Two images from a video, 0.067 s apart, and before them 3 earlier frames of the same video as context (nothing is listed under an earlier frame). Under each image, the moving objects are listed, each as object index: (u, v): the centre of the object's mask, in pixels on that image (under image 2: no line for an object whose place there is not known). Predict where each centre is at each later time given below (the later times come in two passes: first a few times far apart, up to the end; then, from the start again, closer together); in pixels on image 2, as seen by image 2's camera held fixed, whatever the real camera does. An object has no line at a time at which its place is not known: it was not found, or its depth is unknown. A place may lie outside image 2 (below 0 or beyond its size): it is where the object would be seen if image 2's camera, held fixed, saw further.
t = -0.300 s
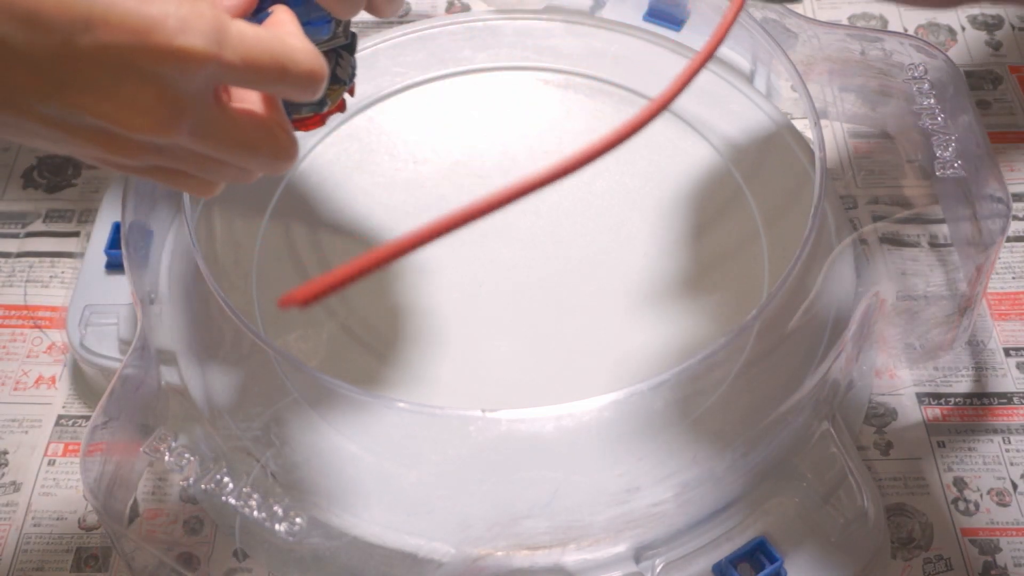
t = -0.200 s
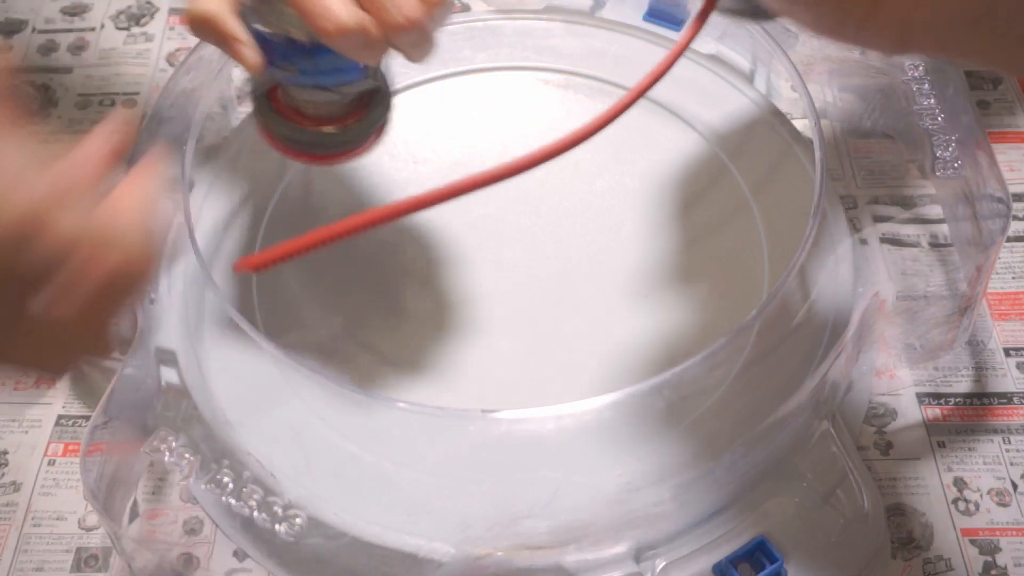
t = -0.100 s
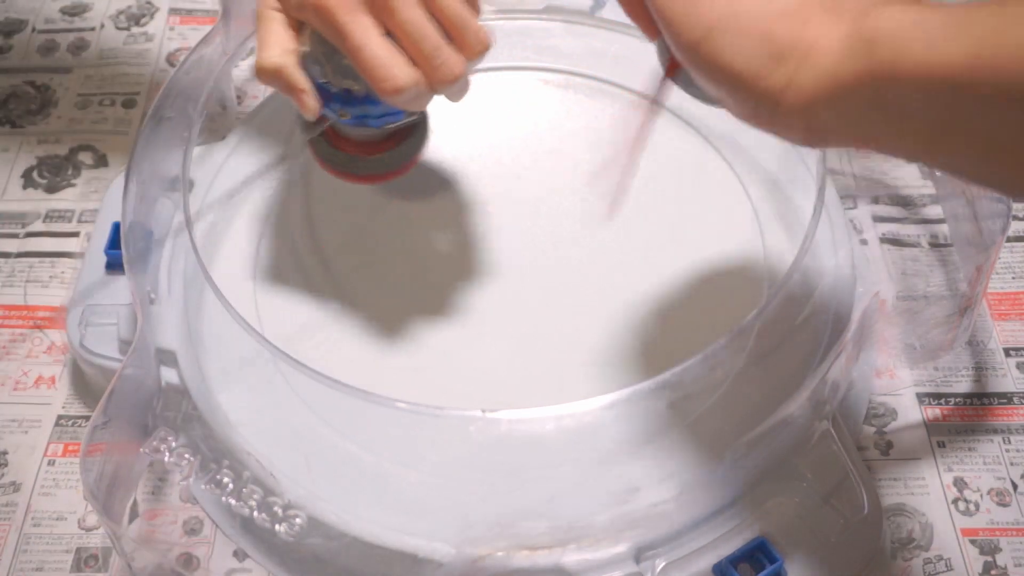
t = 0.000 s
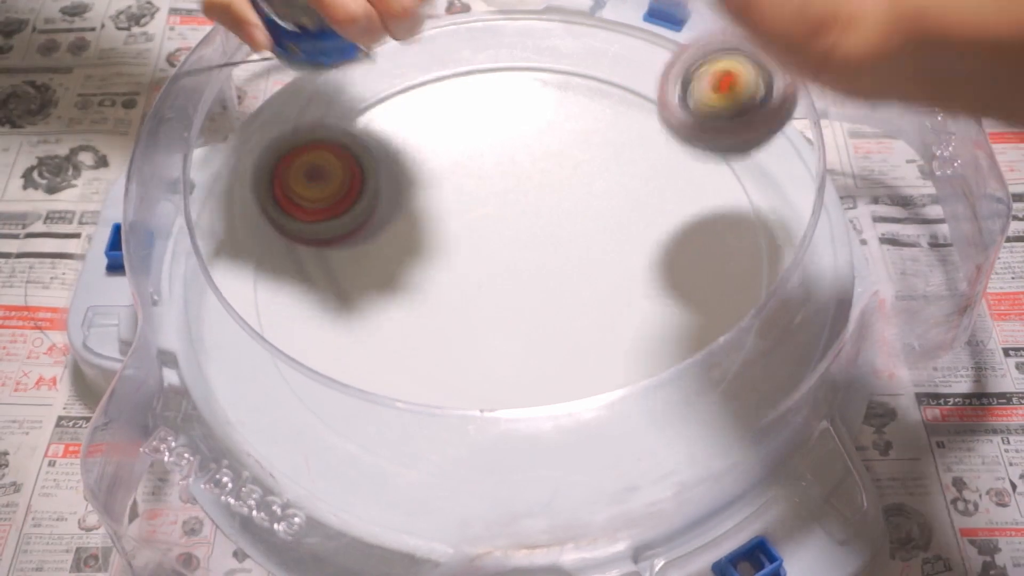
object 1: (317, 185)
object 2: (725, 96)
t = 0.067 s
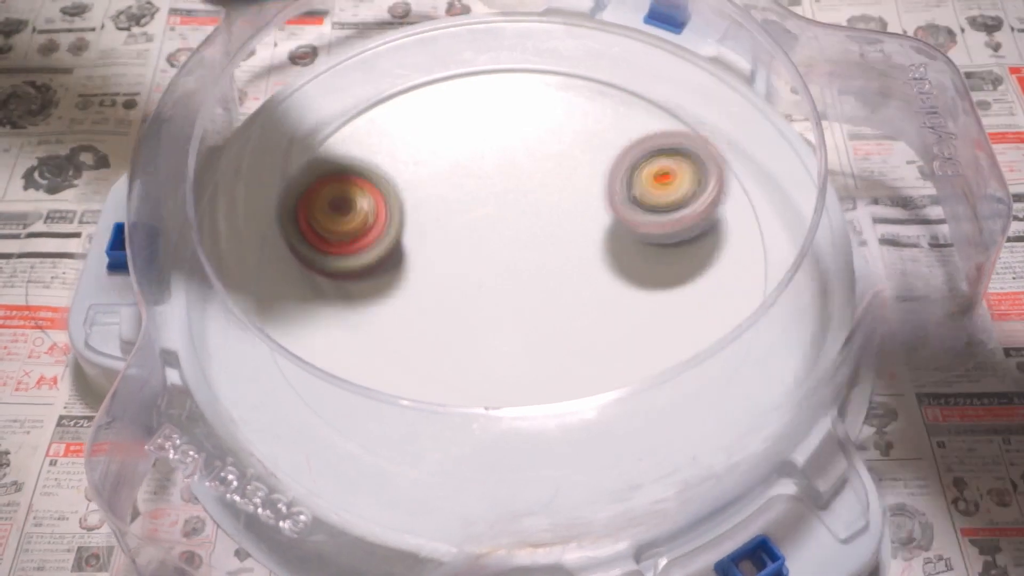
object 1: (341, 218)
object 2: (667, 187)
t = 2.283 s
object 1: (454, 430)
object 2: (473, 246)
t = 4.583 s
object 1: (775, 160)
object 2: (464, 261)
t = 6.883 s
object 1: (696, 237)
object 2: (410, 259)
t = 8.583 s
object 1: (544, 280)
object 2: (522, 103)
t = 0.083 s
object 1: (352, 227)
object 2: (644, 190)
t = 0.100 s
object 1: (366, 237)
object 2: (623, 197)
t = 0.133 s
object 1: (398, 255)
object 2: (579, 205)
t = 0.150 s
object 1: (415, 264)
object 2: (557, 209)
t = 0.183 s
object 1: (422, 284)
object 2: (542, 206)
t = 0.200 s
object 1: (415, 300)
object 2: (548, 202)
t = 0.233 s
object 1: (407, 324)
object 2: (558, 199)
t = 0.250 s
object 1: (405, 335)
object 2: (562, 196)
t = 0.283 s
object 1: (405, 350)
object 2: (569, 195)
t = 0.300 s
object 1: (408, 352)
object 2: (572, 195)
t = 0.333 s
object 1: (414, 371)
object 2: (576, 196)
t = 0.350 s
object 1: (420, 376)
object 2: (578, 199)
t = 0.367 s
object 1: (427, 380)
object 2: (578, 200)
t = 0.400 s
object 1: (446, 382)
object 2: (578, 206)
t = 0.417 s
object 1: (457, 382)
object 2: (577, 210)
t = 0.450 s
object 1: (482, 366)
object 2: (575, 221)
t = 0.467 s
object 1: (496, 364)
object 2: (573, 226)
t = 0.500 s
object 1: (523, 358)
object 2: (569, 240)
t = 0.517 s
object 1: (537, 353)
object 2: (568, 244)
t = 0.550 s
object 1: (546, 355)
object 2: (581, 239)
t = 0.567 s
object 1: (550, 355)
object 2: (588, 235)
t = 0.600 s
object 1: (559, 353)
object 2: (599, 228)
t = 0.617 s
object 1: (564, 352)
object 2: (604, 226)
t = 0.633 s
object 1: (568, 349)
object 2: (608, 224)
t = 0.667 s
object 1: (578, 343)
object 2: (613, 222)
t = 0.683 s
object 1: (583, 338)
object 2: (615, 220)
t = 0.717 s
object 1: (584, 332)
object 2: (623, 213)
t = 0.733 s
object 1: (583, 329)
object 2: (628, 207)
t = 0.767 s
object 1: (581, 320)
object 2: (634, 198)
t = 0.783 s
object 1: (580, 315)
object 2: (634, 195)
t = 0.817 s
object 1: (577, 302)
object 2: (633, 188)
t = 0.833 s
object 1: (576, 296)
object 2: (631, 186)
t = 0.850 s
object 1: (573, 290)
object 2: (629, 183)
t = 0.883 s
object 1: (565, 281)
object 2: (626, 177)
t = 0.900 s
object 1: (560, 277)
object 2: (626, 172)
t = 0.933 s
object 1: (551, 270)
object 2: (624, 165)
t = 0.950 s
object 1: (547, 266)
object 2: (621, 163)
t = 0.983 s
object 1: (542, 259)
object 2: (612, 161)
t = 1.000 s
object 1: (534, 261)
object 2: (612, 155)
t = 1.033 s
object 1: (519, 265)
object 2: (611, 145)
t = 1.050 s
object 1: (513, 269)
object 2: (608, 141)
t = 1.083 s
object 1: (504, 275)
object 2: (600, 137)
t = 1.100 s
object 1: (500, 278)
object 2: (594, 137)
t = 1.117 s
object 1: (497, 282)
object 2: (587, 138)
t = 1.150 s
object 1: (495, 289)
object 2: (570, 143)
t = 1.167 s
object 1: (495, 293)
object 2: (561, 147)
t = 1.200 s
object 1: (497, 299)
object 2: (541, 157)
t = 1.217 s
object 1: (500, 303)
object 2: (531, 162)
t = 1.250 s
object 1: (509, 311)
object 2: (511, 176)
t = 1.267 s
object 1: (515, 315)
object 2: (503, 185)
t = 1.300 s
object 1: (529, 319)
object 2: (486, 202)
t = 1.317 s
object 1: (538, 321)
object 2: (480, 211)
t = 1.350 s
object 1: (556, 322)
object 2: (468, 230)
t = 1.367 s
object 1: (567, 321)
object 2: (464, 241)
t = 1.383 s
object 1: (577, 319)
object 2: (461, 250)
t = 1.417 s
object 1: (599, 312)
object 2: (456, 269)
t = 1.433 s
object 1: (610, 307)
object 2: (455, 277)
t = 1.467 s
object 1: (631, 294)
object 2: (455, 291)
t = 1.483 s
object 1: (639, 286)
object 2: (456, 297)
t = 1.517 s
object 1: (652, 269)
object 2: (462, 307)
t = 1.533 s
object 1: (656, 256)
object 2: (465, 312)
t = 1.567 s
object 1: (660, 237)
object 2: (477, 316)
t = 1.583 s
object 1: (659, 223)
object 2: (483, 320)
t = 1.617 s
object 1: (652, 200)
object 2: (498, 321)
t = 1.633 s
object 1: (646, 188)
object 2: (506, 321)
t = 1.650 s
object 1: (638, 177)
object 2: (514, 320)
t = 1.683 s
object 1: (618, 157)
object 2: (529, 317)
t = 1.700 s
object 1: (606, 148)
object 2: (537, 314)
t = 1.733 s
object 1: (580, 135)
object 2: (551, 309)
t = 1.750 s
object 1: (565, 130)
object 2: (557, 306)
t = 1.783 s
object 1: (533, 122)
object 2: (571, 301)
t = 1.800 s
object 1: (516, 121)
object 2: (576, 297)
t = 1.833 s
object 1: (481, 121)
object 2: (587, 288)
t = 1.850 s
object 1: (463, 122)
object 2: (592, 284)
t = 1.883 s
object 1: (428, 129)
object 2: (598, 275)
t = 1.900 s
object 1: (411, 134)
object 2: (600, 270)
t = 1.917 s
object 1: (395, 141)
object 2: (602, 265)
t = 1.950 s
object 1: (365, 156)
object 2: (601, 257)
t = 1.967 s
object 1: (351, 166)
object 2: (599, 253)
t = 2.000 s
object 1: (328, 190)
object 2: (594, 246)
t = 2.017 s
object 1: (318, 204)
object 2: (590, 243)
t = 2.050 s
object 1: (303, 232)
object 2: (579, 238)
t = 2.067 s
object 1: (298, 249)
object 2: (573, 236)
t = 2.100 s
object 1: (296, 281)
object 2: (559, 234)
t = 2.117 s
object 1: (300, 295)
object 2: (551, 233)
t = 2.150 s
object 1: (307, 330)
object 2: (535, 233)
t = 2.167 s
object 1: (315, 344)
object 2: (527, 234)
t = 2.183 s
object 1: (327, 361)
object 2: (518, 235)
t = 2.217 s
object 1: (357, 389)
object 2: (502, 237)
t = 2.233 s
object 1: (377, 403)
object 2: (495, 239)
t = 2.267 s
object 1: (426, 423)
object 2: (479, 243)
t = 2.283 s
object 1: (454, 430)
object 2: (473, 246)
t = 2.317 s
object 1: (518, 437)
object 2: (460, 252)
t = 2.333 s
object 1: (550, 431)
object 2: (454, 255)
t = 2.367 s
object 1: (616, 417)
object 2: (445, 262)
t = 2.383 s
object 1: (645, 399)
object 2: (441, 266)
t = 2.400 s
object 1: (670, 382)
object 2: (438, 271)
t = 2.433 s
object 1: (712, 340)
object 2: (433, 280)
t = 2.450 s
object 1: (729, 315)
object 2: (431, 285)
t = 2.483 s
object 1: (748, 260)
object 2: (432, 295)
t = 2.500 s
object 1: (748, 234)
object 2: (432, 301)
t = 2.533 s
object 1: (749, 182)
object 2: (437, 310)
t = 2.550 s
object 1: (745, 154)
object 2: (440, 316)
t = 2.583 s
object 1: (725, 109)
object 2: (449, 324)
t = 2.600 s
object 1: (712, 89)
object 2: (454, 328)
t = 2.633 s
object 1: (664, 65)
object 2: (467, 333)
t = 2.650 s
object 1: (638, 57)
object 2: (475, 335)
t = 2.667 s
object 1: (611, 49)
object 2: (482, 335)
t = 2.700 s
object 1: (556, 37)
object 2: (498, 334)
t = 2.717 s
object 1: (528, 35)
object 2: (506, 333)
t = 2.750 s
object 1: (470, 32)
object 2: (520, 327)
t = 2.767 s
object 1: (441, 31)
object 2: (527, 322)
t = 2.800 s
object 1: (387, 32)
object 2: (538, 312)
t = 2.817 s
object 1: (360, 35)
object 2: (543, 307)
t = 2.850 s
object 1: (310, 49)
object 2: (549, 294)
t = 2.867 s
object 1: (293, 63)
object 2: (551, 288)
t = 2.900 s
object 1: (304, 96)
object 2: (552, 274)
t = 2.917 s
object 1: (315, 113)
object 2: (549, 268)
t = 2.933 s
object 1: (324, 130)
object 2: (546, 262)
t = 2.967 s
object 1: (349, 178)
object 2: (540, 251)
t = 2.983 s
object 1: (361, 199)
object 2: (537, 245)
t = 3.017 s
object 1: (389, 243)
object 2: (529, 235)
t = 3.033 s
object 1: (399, 262)
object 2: (528, 230)
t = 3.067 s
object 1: (403, 298)
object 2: (543, 225)
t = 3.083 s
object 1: (406, 316)
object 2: (549, 222)
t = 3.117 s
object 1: (419, 347)
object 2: (558, 217)
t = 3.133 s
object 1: (428, 362)
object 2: (561, 215)
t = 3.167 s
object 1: (448, 391)
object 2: (563, 211)
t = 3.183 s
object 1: (462, 401)
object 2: (562, 209)
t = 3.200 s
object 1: (476, 409)
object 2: (560, 207)
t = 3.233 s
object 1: (511, 422)
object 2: (555, 203)
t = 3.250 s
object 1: (530, 426)
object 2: (551, 201)
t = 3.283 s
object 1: (570, 427)
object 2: (542, 198)
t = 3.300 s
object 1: (590, 425)
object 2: (536, 197)
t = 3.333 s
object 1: (627, 407)
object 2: (523, 197)
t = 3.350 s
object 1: (643, 399)
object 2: (516, 197)
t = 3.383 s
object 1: (674, 375)
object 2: (503, 198)
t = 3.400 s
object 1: (688, 361)
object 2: (497, 199)
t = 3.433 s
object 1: (708, 330)
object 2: (485, 202)
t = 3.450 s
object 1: (714, 314)
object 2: (478, 204)
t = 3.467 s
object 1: (716, 295)
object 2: (472, 207)
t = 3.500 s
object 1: (718, 263)
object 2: (460, 213)
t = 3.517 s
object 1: (716, 248)
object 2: (456, 216)
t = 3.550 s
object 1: (705, 216)
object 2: (448, 224)
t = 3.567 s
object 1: (695, 201)
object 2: (446, 228)
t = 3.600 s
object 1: (674, 173)
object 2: (442, 237)
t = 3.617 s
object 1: (660, 162)
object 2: (441, 242)
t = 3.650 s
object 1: (629, 141)
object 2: (442, 252)
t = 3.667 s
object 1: (613, 133)
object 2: (443, 256)
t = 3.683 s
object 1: (594, 124)
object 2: (446, 260)
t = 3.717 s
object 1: (556, 115)
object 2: (455, 268)
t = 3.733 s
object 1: (537, 111)
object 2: (460, 271)
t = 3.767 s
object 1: (495, 107)
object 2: (470, 275)
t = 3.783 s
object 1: (474, 107)
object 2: (477, 277)
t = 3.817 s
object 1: (432, 112)
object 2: (490, 278)
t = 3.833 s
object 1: (413, 116)
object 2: (497, 277)
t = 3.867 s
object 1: (375, 126)
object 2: (510, 273)
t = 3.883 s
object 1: (358, 135)
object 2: (517, 271)
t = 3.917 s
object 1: (325, 154)
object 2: (529, 265)
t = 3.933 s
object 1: (312, 165)
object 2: (533, 261)
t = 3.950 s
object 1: (300, 178)
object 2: (538, 257)
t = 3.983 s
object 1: (280, 206)
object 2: (545, 247)
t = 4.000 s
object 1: (274, 225)
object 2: (547, 242)
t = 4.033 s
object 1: (272, 261)
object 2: (549, 231)
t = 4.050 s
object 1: (273, 280)
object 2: (549, 225)
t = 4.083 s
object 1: (292, 325)
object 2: (547, 215)
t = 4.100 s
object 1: (306, 346)
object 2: (545, 210)
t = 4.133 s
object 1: (344, 383)
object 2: (539, 200)
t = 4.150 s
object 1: (370, 399)
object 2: (535, 196)
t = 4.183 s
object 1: (433, 426)
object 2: (525, 189)
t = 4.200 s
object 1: (468, 432)
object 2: (519, 186)
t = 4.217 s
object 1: (508, 435)
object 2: (513, 184)
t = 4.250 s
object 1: (591, 422)
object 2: (500, 182)
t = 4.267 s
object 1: (628, 409)
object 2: (493, 182)
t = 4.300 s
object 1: (695, 371)
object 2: (480, 184)
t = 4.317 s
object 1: (723, 348)
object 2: (474, 186)
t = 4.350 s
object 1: (780, 298)
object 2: (462, 191)
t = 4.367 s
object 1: (798, 272)
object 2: (458, 195)
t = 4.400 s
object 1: (826, 222)
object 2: (449, 204)
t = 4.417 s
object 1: (836, 196)
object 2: (446, 209)
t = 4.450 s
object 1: (836, 154)
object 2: (443, 220)
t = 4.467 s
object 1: (832, 133)
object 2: (442, 225)
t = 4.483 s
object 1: (827, 128)
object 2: (442, 233)
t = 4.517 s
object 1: (813, 135)
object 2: (446, 244)
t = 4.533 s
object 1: (806, 143)
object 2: (450, 248)
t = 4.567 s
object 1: (785, 153)
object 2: (458, 257)
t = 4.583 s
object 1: (775, 160)
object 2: (464, 261)
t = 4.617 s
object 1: (751, 168)
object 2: (476, 269)
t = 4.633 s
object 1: (734, 176)
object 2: (482, 272)
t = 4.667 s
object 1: (696, 189)
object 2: (496, 274)
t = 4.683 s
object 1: (675, 194)
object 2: (503, 275)
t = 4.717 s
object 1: (631, 202)
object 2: (517, 274)
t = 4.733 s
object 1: (611, 202)
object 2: (523, 272)
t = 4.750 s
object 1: (605, 198)
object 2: (501, 278)
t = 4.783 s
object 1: (610, 181)
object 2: (446, 295)
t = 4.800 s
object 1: (610, 174)
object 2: (420, 301)
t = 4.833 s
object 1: (606, 157)
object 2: (374, 309)
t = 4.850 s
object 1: (601, 152)
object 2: (354, 312)
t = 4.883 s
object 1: (590, 139)
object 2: (324, 312)
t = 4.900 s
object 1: (583, 134)
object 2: (308, 313)
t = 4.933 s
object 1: (567, 126)
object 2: (283, 320)
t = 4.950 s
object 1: (557, 123)
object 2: (276, 321)
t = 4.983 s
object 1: (536, 116)
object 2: (270, 323)
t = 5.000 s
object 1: (526, 115)
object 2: (271, 323)
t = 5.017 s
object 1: (514, 112)
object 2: (273, 324)
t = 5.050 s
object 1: (491, 110)
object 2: (285, 326)
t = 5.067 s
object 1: (478, 110)
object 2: (295, 327)
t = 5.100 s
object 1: (454, 111)
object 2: (318, 326)
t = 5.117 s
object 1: (443, 113)
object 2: (334, 321)
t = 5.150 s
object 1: (419, 119)
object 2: (357, 322)
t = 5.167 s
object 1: (408, 124)
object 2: (370, 322)
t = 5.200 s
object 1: (388, 137)
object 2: (398, 316)
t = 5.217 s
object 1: (378, 145)
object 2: (411, 312)
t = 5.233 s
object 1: (370, 154)
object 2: (424, 309)
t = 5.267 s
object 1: (357, 173)
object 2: (448, 302)
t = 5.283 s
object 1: (352, 185)
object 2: (459, 298)
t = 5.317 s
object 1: (346, 208)
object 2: (478, 289)
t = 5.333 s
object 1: (348, 221)
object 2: (487, 284)
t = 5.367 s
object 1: (353, 245)
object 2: (501, 275)
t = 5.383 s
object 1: (359, 257)
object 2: (507, 271)
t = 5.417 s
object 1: (375, 278)
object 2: (515, 263)
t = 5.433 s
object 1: (384, 288)
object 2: (518, 259)
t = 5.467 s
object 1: (403, 305)
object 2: (526, 251)
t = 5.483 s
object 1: (409, 314)
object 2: (534, 245)
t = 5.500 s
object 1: (418, 321)
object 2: (541, 239)
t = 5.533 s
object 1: (440, 335)
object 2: (551, 228)
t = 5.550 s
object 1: (453, 340)
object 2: (555, 223)
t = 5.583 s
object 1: (482, 344)
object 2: (558, 214)
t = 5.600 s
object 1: (498, 345)
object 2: (558, 210)
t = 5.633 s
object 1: (529, 345)
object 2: (555, 204)
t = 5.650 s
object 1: (545, 342)
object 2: (553, 201)
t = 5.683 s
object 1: (574, 332)
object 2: (548, 195)
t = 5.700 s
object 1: (587, 326)
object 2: (545, 193)
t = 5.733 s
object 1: (610, 310)
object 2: (539, 189)
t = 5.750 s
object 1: (620, 303)
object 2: (536, 187)
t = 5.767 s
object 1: (628, 292)
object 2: (533, 185)
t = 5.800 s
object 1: (640, 273)
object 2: (526, 182)
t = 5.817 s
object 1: (645, 263)
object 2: (524, 180)
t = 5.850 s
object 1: (651, 242)
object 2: (518, 177)
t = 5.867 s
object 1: (652, 233)
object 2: (515, 175)
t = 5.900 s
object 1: (651, 214)
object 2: (509, 173)
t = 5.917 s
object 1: (649, 204)
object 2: (507, 172)
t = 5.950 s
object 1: (642, 184)
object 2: (502, 171)
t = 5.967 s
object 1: (637, 176)
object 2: (501, 170)
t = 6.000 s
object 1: (624, 160)
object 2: (498, 169)
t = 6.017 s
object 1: (618, 153)
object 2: (495, 169)
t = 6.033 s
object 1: (614, 147)
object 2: (490, 167)
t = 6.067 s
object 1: (601, 137)
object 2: (481, 166)
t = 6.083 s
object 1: (595, 133)
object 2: (477, 165)
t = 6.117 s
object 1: (585, 127)
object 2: (463, 163)
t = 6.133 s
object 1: (580, 124)
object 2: (457, 163)
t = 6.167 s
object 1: (564, 121)
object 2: (446, 164)
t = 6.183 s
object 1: (555, 120)
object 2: (442, 166)
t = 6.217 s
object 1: (538, 119)
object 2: (432, 171)
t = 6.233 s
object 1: (530, 119)
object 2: (425, 174)
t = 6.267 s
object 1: (514, 122)
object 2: (412, 181)
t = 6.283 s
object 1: (505, 126)
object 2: (407, 184)
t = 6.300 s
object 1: (498, 132)
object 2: (400, 187)
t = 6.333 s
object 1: (492, 145)
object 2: (376, 195)
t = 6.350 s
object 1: (490, 152)
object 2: (366, 200)
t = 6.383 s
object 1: (487, 170)
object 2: (354, 207)
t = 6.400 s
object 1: (487, 178)
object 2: (350, 211)
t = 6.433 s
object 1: (489, 197)
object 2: (346, 217)
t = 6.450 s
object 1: (492, 206)
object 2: (345, 220)
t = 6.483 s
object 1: (501, 225)
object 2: (345, 225)
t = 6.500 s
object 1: (506, 234)
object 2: (345, 227)
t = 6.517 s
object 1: (513, 242)
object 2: (346, 230)
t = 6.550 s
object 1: (527, 256)
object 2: (349, 235)
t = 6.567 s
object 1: (536, 262)
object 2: (351, 237)
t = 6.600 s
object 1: (554, 272)
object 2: (356, 241)
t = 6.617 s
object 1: (563, 276)
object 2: (359, 243)
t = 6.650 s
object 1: (582, 281)
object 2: (364, 247)
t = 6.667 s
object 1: (592, 282)
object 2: (368, 248)
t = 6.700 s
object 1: (612, 282)
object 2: (375, 251)
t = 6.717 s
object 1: (622, 281)
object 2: (378, 252)
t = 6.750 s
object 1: (640, 277)
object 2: (385, 255)
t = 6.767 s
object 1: (649, 273)
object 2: (389, 255)
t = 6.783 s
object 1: (658, 271)
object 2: (392, 256)
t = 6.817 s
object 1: (673, 260)
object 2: (398, 257)
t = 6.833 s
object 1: (680, 254)
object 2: (401, 258)
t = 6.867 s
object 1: (691, 244)
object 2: (407, 259)
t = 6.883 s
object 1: (696, 237)
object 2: (410, 259)
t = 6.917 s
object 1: (701, 223)
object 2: (416, 259)
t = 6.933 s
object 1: (701, 217)
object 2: (419, 260)
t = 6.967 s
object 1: (701, 199)
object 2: (425, 259)
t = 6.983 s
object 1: (699, 191)
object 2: (428, 259)
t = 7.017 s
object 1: (687, 177)
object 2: (434, 259)
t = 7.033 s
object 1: (679, 171)
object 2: (438, 259)
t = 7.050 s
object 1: (672, 166)
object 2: (441, 258)
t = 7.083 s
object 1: (651, 157)
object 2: (447, 257)
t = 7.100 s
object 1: (638, 155)
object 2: (451, 257)
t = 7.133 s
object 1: (612, 153)
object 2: (457, 256)
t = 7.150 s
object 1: (600, 154)
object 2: (460, 254)
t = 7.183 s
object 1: (573, 161)
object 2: (466, 253)
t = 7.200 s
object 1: (560, 166)
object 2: (470, 253)
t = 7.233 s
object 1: (543, 170)
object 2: (464, 258)
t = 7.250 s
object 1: (549, 160)
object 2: (441, 276)
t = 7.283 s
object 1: (561, 140)
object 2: (398, 308)
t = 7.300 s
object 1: (564, 132)
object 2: (377, 324)
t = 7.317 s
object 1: (567, 126)
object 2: (360, 333)
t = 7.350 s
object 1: (568, 116)
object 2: (329, 359)
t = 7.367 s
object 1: (567, 113)
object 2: (318, 367)
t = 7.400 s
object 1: (561, 110)
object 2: (313, 377)
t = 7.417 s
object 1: (556, 109)
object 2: (315, 381)
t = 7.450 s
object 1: (543, 111)
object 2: (326, 386)
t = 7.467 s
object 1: (535, 113)
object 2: (338, 387)
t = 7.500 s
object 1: (518, 119)
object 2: (366, 386)
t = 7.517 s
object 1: (508, 124)
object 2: (380, 381)
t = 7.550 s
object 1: (491, 137)
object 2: (414, 375)
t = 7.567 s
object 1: (484, 145)
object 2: (428, 372)
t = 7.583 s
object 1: (478, 154)
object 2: (447, 360)
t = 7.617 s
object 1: (469, 171)
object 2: (475, 354)
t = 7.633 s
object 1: (466, 179)
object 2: (488, 350)
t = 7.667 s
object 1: (462, 197)
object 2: (510, 338)
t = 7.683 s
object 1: (463, 206)
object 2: (523, 327)
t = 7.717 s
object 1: (466, 222)
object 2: (539, 311)
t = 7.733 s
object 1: (467, 229)
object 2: (548, 305)
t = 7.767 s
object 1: (453, 200)
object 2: (600, 339)
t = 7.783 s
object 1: (443, 184)
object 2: (630, 363)
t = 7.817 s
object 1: (427, 152)
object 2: (680, 390)
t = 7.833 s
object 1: (418, 135)
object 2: (702, 396)
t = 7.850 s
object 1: (411, 120)
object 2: (715, 393)
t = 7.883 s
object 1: (398, 96)
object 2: (706, 373)
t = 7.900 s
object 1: (393, 88)
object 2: (700, 366)
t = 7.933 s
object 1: (384, 75)
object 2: (684, 337)
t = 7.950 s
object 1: (383, 75)
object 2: (671, 319)
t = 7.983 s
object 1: (382, 82)
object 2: (652, 292)
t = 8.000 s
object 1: (383, 91)
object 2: (641, 281)
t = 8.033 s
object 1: (385, 108)
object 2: (620, 254)
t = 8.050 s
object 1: (387, 117)
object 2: (609, 241)
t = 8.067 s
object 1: (389, 127)
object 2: (599, 230)
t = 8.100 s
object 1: (394, 148)
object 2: (578, 208)
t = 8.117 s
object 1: (398, 159)
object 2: (568, 198)
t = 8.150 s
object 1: (404, 179)
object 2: (550, 181)
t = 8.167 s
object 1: (408, 188)
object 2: (541, 174)
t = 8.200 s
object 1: (410, 208)
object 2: (534, 163)
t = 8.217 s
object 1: (406, 217)
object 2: (537, 157)
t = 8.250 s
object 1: (404, 233)
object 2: (540, 150)
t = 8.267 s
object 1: (404, 240)
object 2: (540, 148)
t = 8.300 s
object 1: (411, 253)
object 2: (538, 146)
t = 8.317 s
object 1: (416, 257)
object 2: (537, 145)
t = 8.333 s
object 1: (423, 261)
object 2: (536, 145)
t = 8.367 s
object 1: (439, 267)
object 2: (532, 144)
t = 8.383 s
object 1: (449, 269)
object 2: (530, 144)
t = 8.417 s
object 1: (468, 270)
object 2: (526, 144)
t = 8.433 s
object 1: (479, 268)
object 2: (524, 144)
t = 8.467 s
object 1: (497, 263)
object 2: (521, 145)
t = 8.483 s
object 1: (507, 259)
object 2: (519, 144)
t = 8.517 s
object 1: (520, 259)
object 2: (518, 139)
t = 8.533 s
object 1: (525, 268)
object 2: (519, 127)
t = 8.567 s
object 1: (538, 278)
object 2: (521, 109)
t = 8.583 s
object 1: (544, 280)
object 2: (522, 103)
